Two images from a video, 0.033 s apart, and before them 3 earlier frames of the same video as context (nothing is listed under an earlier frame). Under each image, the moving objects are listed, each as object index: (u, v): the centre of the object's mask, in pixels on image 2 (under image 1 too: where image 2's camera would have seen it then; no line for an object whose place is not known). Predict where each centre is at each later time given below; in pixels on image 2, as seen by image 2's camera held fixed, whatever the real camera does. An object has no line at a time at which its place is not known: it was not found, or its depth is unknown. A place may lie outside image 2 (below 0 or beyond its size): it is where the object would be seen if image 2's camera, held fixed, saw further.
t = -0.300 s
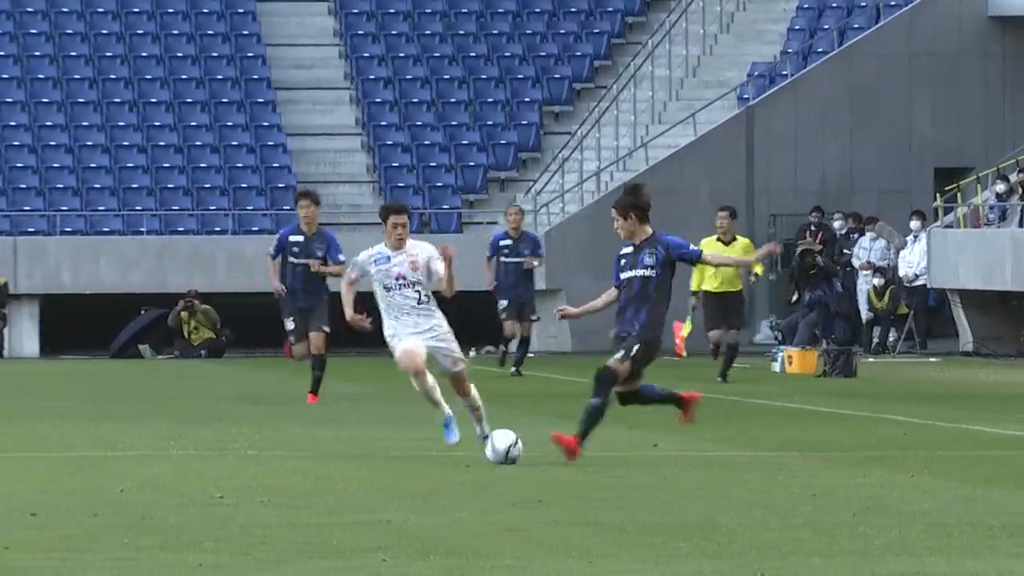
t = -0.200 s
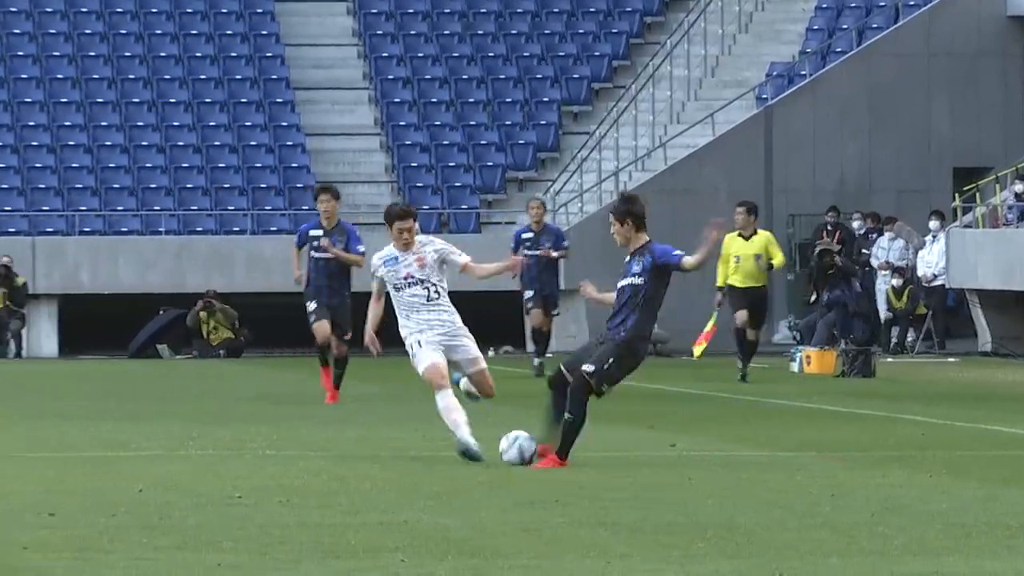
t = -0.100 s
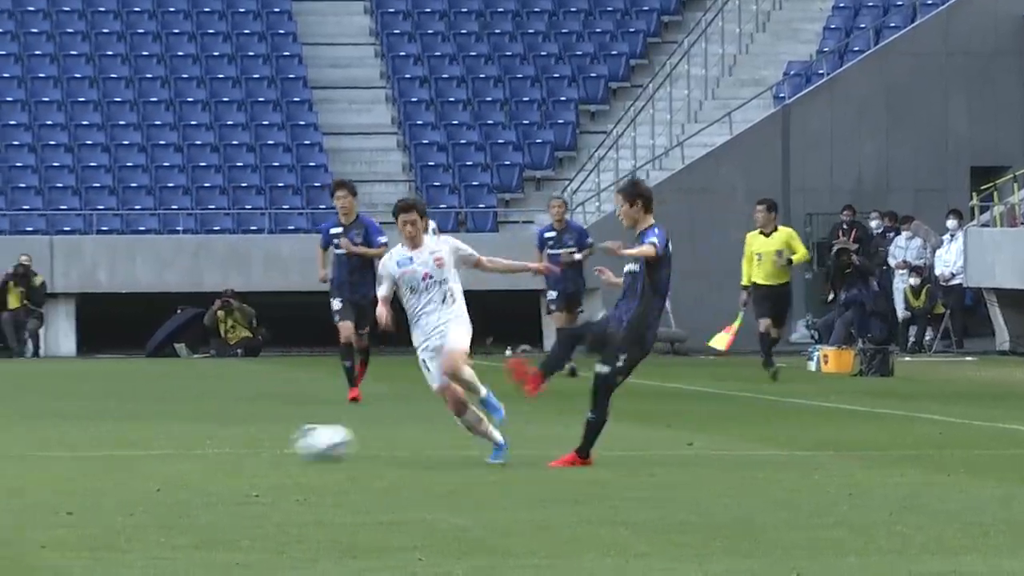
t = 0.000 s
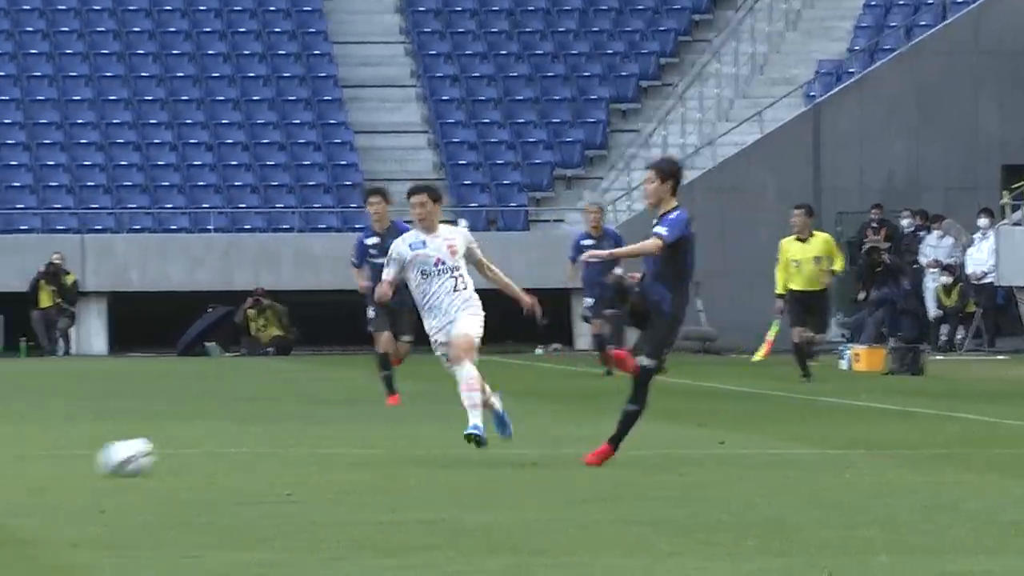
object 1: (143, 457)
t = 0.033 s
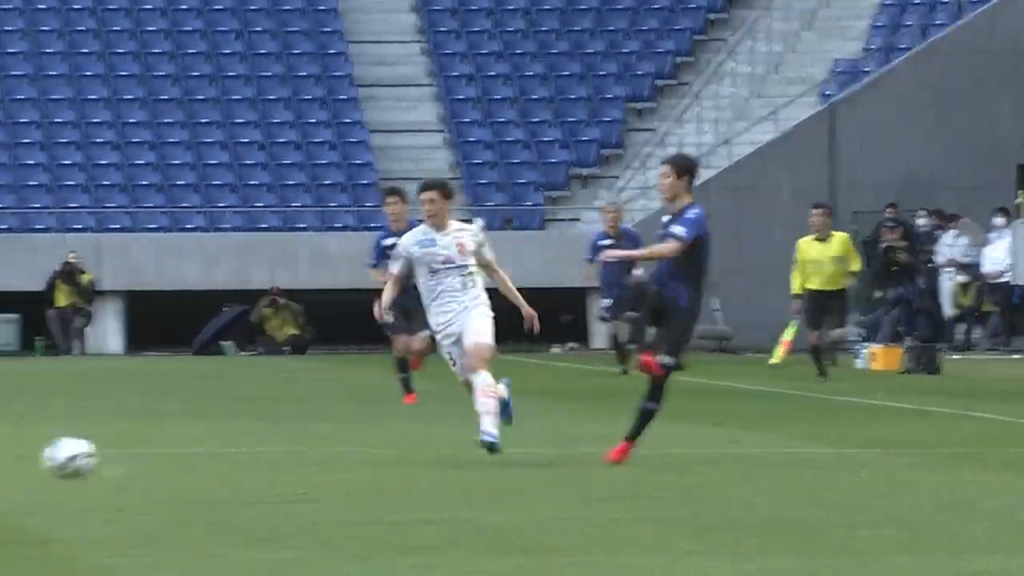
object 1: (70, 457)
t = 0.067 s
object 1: (-3, 453)
